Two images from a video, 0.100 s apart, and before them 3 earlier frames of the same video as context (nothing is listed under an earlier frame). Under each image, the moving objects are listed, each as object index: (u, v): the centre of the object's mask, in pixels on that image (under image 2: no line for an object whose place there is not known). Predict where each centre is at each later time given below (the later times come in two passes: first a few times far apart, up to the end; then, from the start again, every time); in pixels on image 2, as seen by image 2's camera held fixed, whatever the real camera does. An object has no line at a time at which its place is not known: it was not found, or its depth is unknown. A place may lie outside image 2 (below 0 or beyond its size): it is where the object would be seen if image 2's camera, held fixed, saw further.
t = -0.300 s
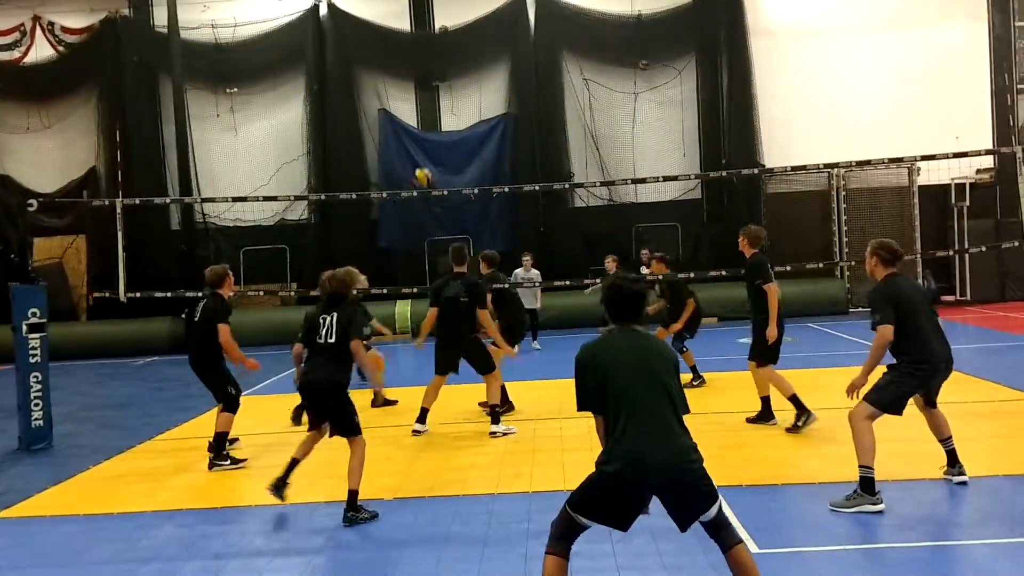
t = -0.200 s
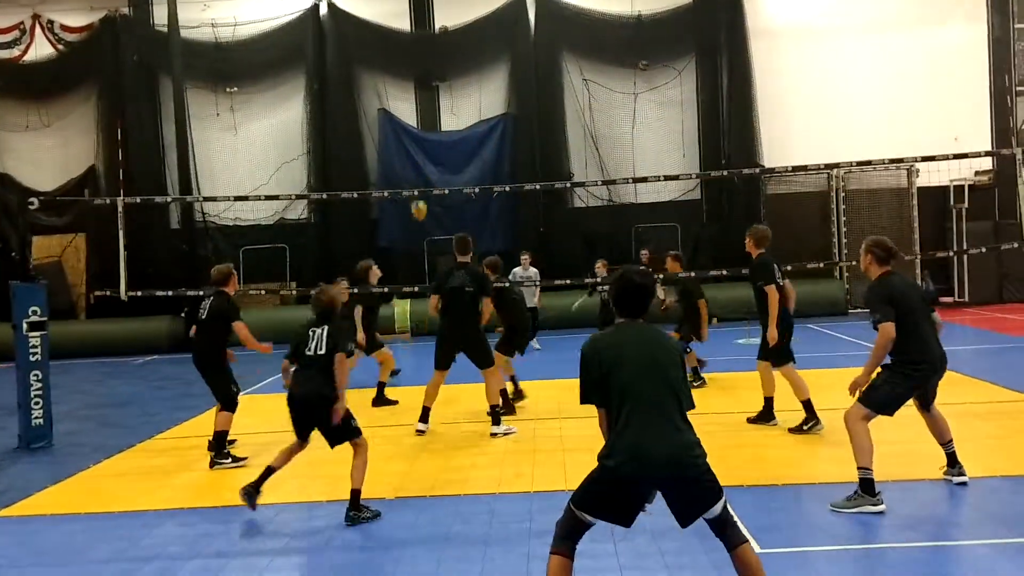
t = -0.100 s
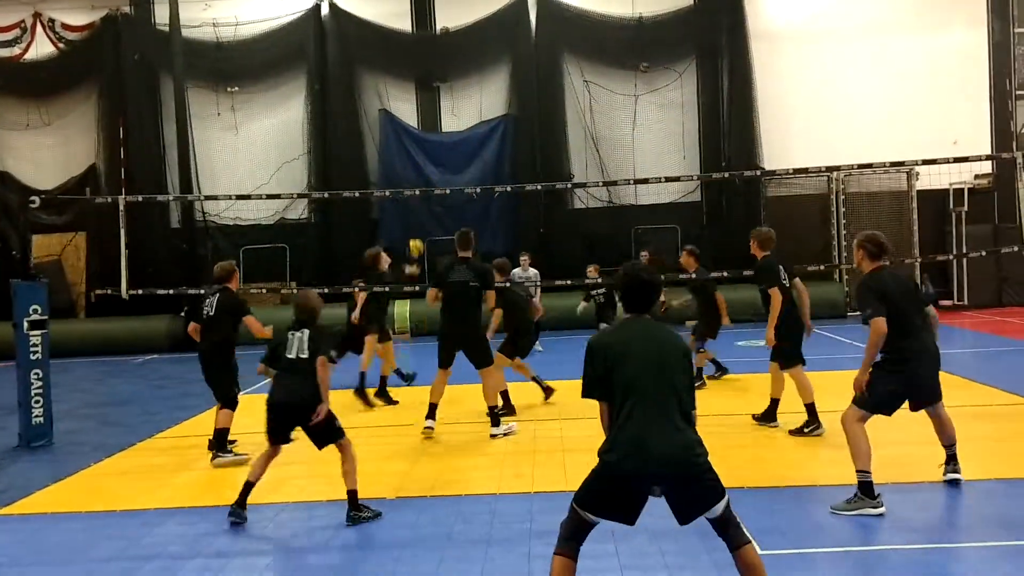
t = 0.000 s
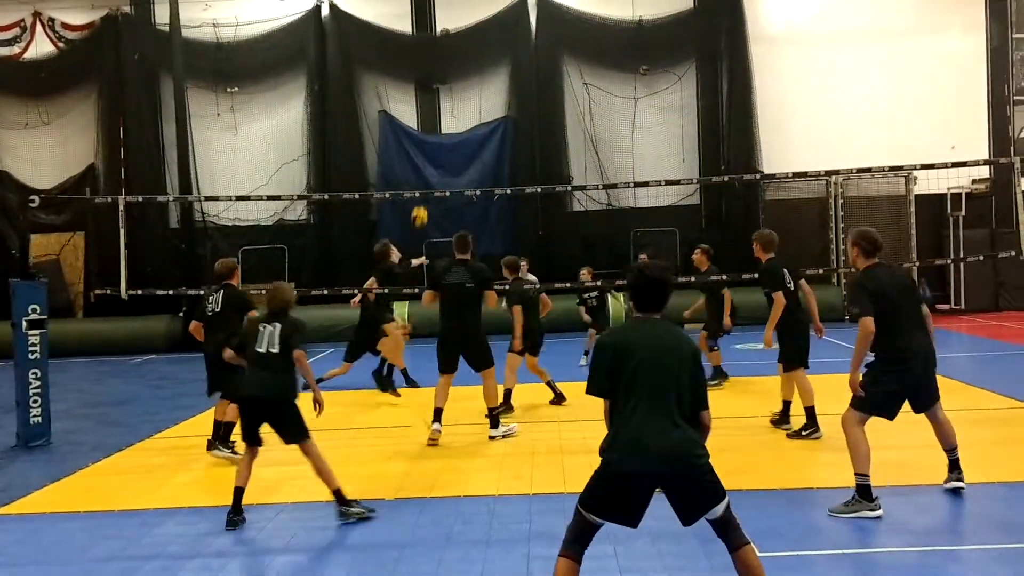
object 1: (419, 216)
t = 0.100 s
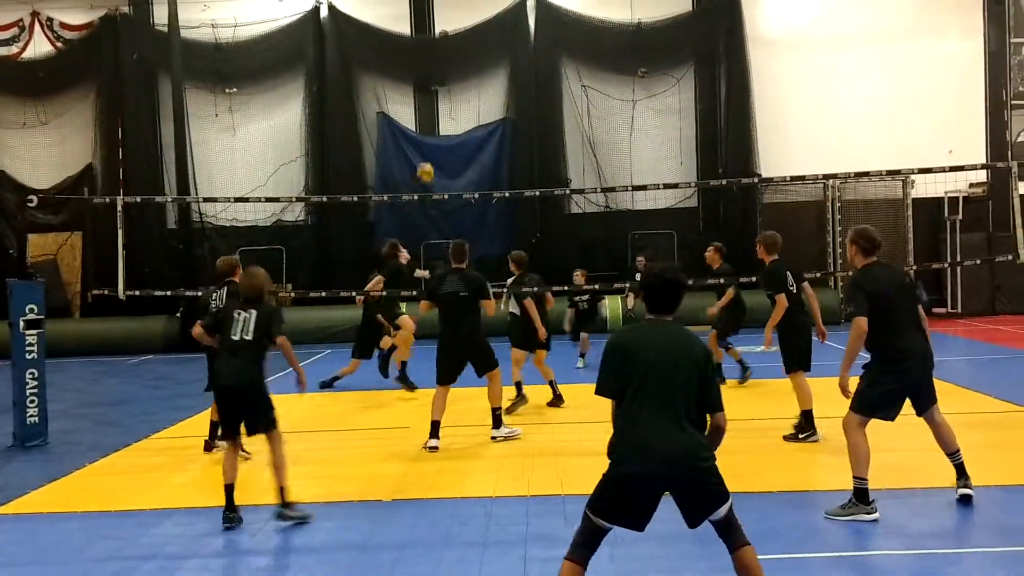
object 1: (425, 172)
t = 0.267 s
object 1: (438, 114)
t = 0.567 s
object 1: (464, 62)
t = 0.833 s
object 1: (491, 76)
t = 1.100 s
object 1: (520, 149)
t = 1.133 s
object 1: (524, 162)
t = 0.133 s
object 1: (428, 159)
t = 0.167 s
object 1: (430, 147)
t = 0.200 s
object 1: (433, 134)
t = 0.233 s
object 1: (436, 124)
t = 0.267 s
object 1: (438, 114)
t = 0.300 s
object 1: (441, 105)
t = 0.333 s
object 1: (444, 95)
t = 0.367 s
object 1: (447, 88)
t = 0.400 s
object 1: (450, 82)
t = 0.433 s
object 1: (453, 77)
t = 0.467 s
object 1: (455, 72)
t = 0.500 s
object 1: (459, 68)
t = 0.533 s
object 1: (462, 65)
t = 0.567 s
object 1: (464, 62)
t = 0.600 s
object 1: (468, 61)
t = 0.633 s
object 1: (471, 60)
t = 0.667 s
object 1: (474, 61)
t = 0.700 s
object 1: (477, 62)
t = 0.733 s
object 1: (481, 64)
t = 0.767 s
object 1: (484, 67)
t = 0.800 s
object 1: (487, 71)
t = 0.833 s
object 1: (491, 76)
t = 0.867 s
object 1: (494, 82)
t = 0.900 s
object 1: (499, 89)
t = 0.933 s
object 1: (502, 96)
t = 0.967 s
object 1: (506, 106)
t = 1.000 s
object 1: (511, 116)
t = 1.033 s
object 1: (513, 125)
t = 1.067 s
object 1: (517, 137)
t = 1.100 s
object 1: (520, 149)
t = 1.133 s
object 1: (524, 162)
